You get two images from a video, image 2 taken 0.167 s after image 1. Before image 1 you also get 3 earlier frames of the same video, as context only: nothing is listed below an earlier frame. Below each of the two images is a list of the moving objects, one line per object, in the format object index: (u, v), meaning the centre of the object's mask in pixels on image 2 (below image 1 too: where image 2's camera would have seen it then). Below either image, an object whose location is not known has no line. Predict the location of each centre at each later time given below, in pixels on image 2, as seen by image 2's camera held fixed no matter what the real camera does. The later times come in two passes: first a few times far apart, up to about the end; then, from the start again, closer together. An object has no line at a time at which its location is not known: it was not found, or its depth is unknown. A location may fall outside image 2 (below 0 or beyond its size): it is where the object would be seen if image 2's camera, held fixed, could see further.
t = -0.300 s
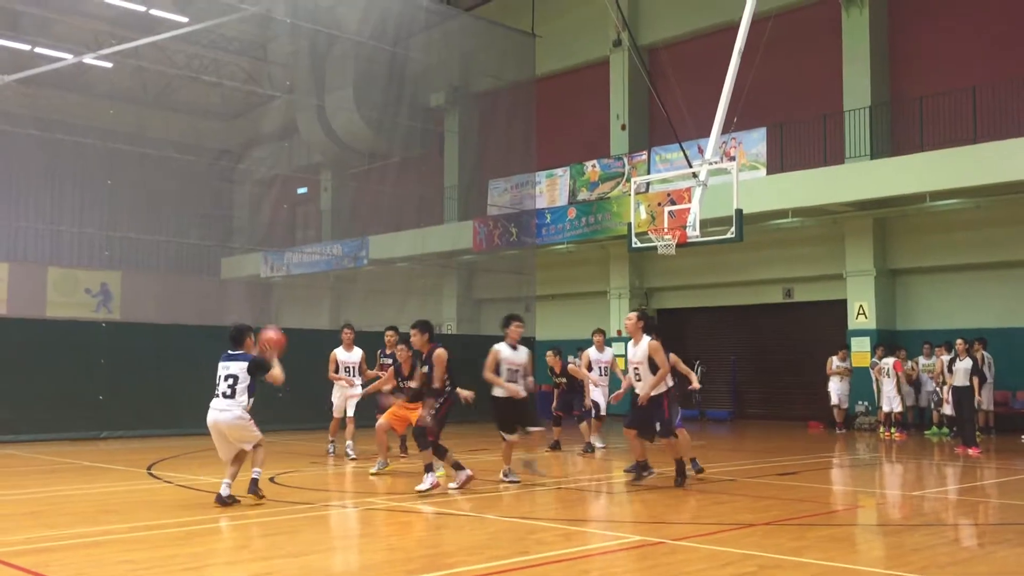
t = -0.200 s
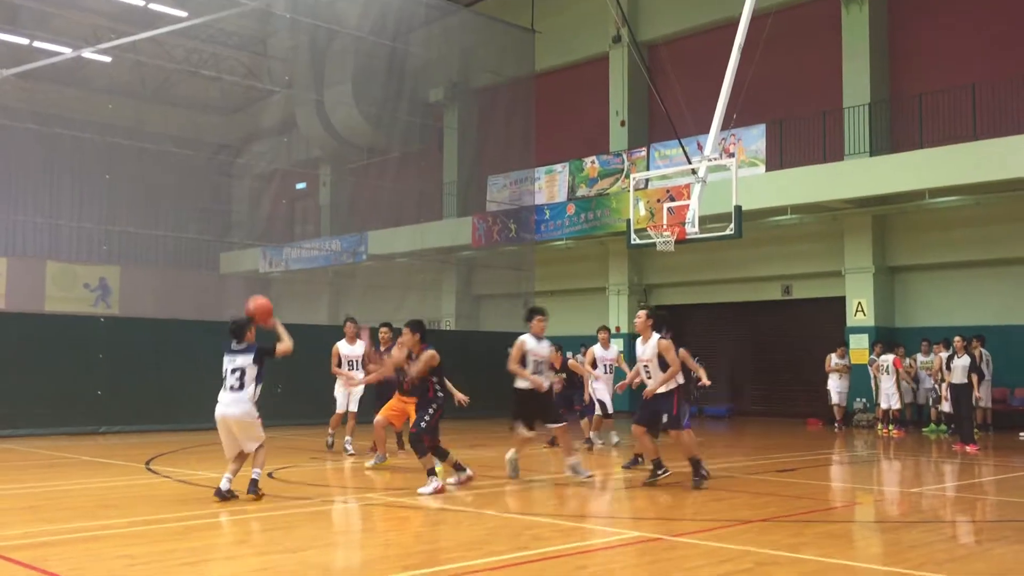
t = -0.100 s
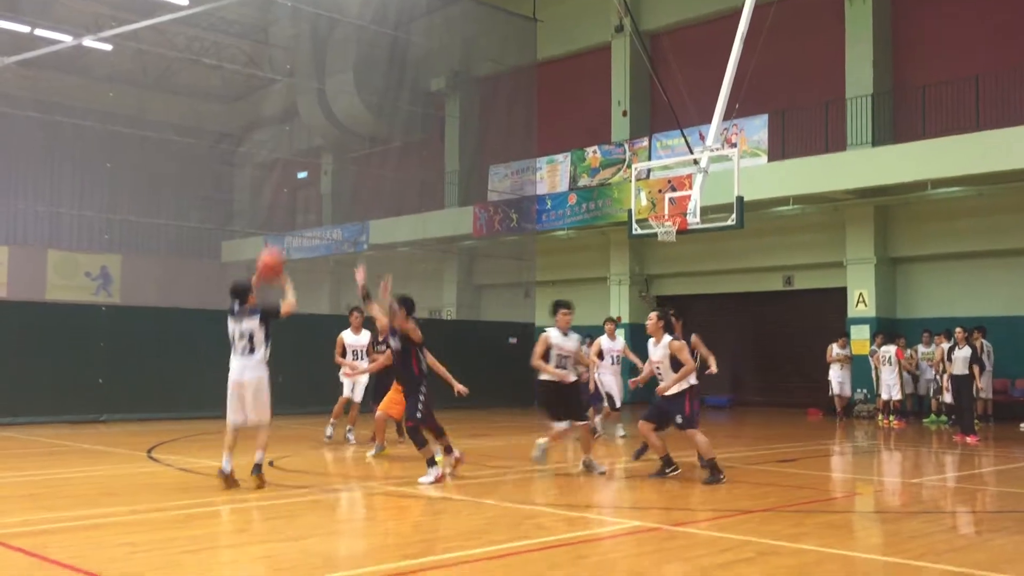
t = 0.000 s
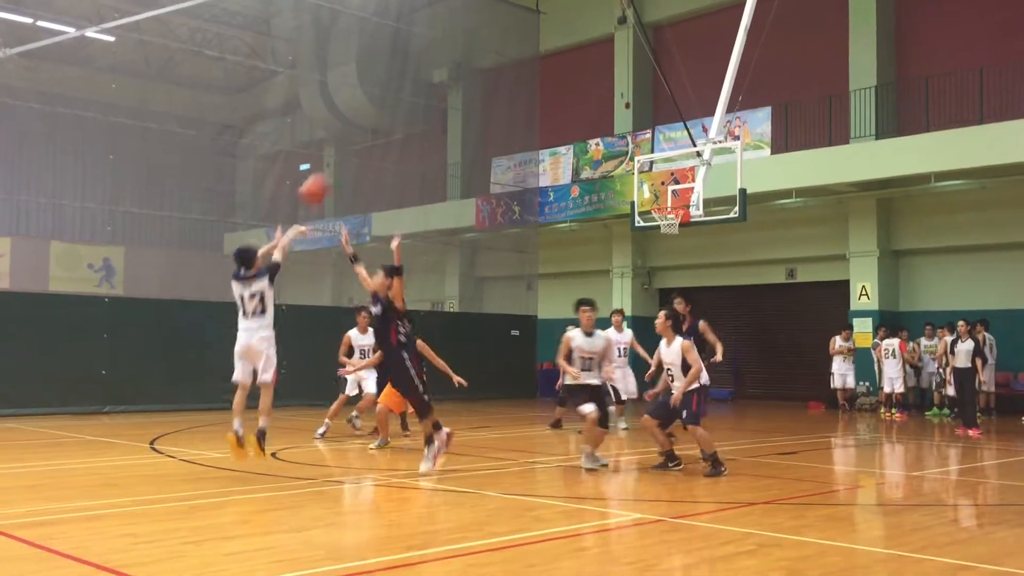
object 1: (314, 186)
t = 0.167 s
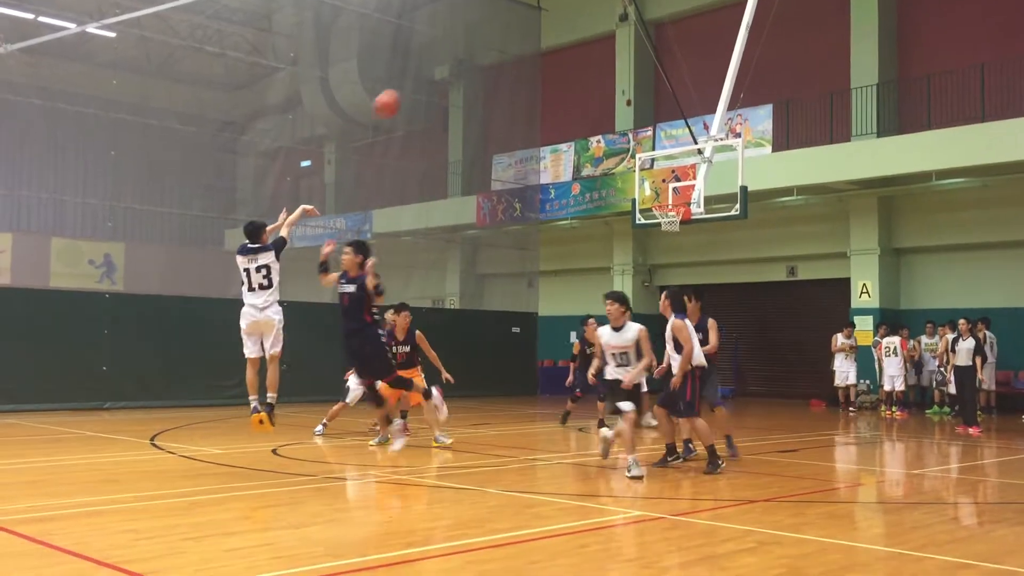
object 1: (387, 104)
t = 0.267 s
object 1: (424, 72)
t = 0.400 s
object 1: (471, 47)
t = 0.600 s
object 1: (530, 41)
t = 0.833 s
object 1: (589, 73)
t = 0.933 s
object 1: (611, 97)
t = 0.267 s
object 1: (424, 72)
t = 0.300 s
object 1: (437, 64)
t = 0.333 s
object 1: (449, 57)
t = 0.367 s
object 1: (459, 51)
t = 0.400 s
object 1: (471, 47)
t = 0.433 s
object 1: (482, 43)
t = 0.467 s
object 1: (492, 41)
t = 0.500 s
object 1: (502, 40)
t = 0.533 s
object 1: (511, 40)
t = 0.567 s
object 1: (522, 40)
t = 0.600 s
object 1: (530, 41)
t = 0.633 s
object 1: (540, 43)
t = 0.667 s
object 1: (549, 46)
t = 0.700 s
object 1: (557, 50)
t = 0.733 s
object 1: (566, 55)
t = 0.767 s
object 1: (573, 60)
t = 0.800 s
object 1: (581, 66)
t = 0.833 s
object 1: (589, 73)
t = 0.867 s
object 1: (597, 80)
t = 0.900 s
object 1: (604, 88)
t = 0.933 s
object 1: (611, 97)
